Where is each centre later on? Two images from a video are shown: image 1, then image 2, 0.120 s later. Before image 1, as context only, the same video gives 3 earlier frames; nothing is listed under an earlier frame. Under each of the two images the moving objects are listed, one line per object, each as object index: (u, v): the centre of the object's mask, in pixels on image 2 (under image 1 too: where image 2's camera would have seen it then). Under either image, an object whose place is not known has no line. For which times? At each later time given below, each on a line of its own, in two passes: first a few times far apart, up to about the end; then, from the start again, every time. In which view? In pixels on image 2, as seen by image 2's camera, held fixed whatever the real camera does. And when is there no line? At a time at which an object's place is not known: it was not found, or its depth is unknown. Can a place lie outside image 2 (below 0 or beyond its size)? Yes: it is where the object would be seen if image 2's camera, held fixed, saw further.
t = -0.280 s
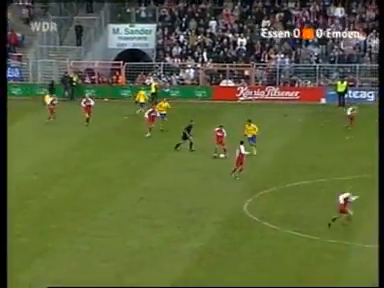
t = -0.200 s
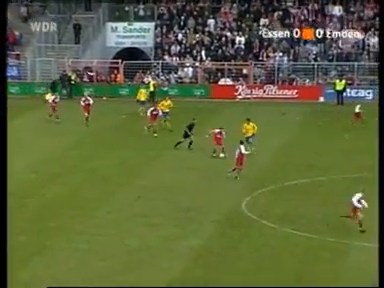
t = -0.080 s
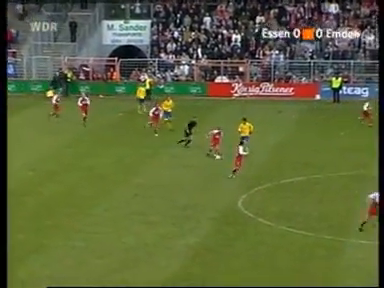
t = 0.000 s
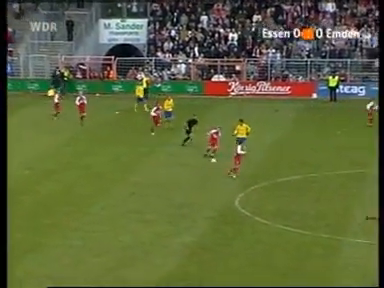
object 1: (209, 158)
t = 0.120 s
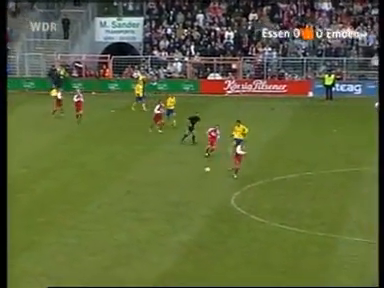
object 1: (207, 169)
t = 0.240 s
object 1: (204, 174)
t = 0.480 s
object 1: (197, 193)
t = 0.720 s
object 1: (192, 206)
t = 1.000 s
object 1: (187, 222)
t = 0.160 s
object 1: (205, 172)
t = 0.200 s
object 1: (205, 173)
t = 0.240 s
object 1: (204, 174)
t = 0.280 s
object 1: (203, 176)
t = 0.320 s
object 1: (202, 179)
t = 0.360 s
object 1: (201, 182)
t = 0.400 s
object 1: (200, 186)
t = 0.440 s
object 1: (199, 190)
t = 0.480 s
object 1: (197, 193)
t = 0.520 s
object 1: (197, 194)
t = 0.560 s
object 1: (196, 196)
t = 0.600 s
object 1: (195, 196)
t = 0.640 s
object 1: (194, 199)
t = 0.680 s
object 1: (193, 202)
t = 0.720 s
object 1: (192, 206)
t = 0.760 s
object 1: (191, 210)
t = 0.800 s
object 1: (190, 214)
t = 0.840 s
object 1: (190, 215)
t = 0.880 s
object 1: (189, 216)
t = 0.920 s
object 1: (188, 218)
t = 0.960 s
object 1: (187, 220)
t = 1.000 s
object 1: (187, 222)
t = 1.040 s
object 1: (186, 225)
